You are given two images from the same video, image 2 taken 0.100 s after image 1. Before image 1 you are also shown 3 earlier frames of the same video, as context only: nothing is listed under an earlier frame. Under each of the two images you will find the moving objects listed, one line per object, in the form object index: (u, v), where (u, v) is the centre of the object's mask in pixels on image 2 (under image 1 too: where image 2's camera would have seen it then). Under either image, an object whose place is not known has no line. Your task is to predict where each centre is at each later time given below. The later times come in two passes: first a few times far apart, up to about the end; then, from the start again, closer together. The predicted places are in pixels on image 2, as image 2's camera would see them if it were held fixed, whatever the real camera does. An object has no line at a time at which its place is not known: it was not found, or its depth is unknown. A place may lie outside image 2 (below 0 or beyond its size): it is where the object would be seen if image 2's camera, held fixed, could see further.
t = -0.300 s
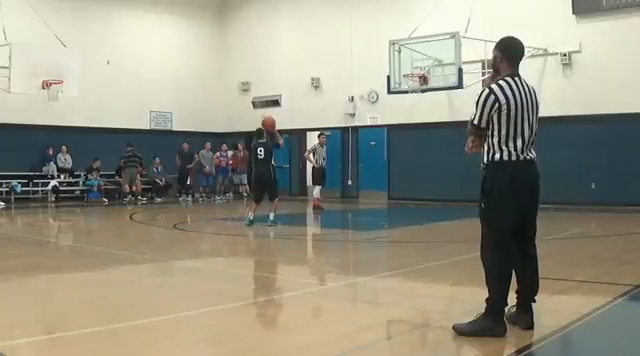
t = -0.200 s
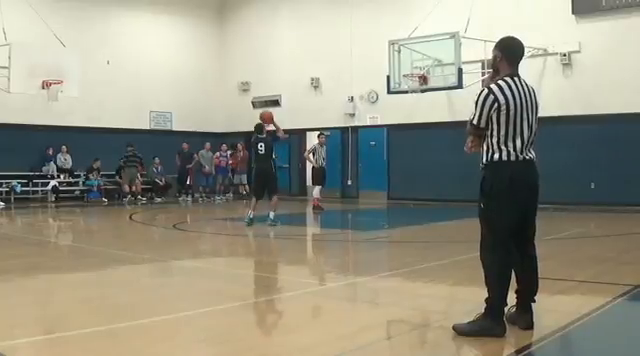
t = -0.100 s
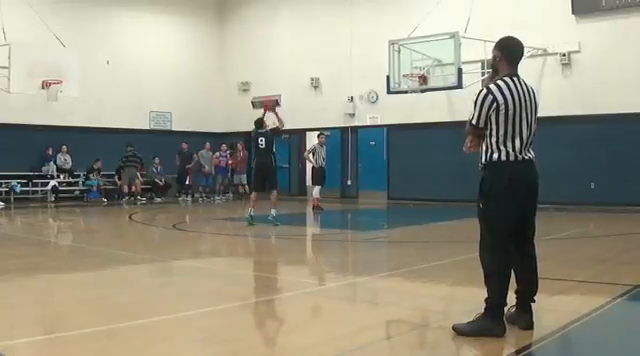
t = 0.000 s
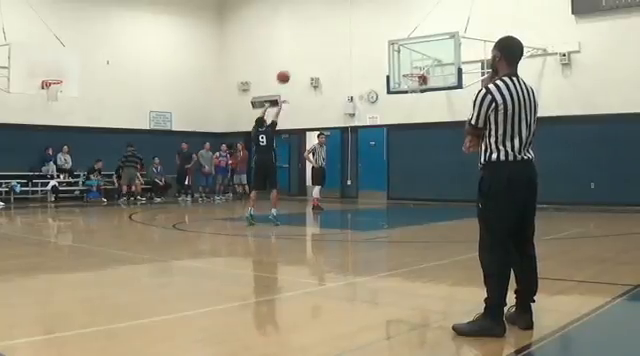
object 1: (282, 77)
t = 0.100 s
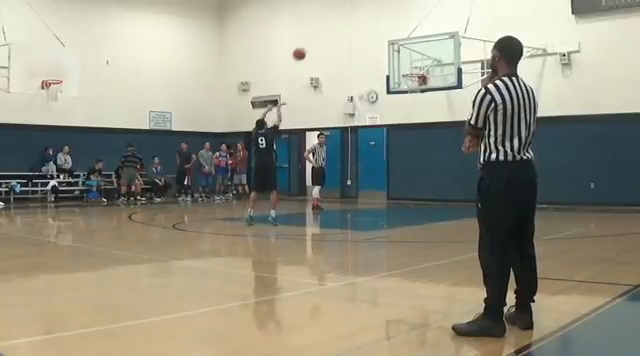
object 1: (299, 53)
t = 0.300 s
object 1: (328, 26)
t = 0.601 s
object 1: (367, 23)
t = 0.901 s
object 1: (401, 61)
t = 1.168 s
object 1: (422, 97)
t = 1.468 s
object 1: (436, 158)
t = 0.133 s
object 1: (304, 47)
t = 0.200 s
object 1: (314, 37)
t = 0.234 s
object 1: (319, 33)
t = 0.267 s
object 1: (323, 29)
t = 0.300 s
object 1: (328, 26)
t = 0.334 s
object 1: (333, 23)
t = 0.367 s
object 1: (337, 22)
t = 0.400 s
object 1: (342, 20)
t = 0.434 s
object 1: (346, 19)
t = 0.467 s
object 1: (350, 19)
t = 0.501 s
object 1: (355, 19)
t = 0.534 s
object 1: (359, 20)
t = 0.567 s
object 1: (363, 22)
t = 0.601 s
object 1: (367, 23)
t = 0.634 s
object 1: (371, 26)
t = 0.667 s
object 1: (375, 29)
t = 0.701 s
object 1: (379, 32)
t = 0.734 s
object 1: (382, 36)
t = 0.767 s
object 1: (386, 40)
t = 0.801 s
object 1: (390, 44)
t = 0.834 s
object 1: (393, 48)
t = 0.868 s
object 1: (397, 54)
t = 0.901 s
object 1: (401, 61)
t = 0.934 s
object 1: (404, 67)
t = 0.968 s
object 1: (408, 74)
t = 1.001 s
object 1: (410, 81)
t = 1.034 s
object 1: (413, 84)
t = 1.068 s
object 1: (416, 85)
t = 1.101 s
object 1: (418, 90)
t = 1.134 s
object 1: (420, 92)
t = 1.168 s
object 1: (422, 97)
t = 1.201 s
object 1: (423, 102)
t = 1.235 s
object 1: (425, 107)
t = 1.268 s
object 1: (426, 113)
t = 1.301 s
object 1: (428, 119)
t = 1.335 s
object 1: (429, 125)
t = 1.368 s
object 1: (431, 133)
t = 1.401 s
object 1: (434, 141)
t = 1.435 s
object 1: (434, 149)
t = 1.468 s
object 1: (436, 158)
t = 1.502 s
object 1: (437, 167)
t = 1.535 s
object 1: (439, 176)
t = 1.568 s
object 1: (441, 186)
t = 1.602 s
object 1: (442, 197)
